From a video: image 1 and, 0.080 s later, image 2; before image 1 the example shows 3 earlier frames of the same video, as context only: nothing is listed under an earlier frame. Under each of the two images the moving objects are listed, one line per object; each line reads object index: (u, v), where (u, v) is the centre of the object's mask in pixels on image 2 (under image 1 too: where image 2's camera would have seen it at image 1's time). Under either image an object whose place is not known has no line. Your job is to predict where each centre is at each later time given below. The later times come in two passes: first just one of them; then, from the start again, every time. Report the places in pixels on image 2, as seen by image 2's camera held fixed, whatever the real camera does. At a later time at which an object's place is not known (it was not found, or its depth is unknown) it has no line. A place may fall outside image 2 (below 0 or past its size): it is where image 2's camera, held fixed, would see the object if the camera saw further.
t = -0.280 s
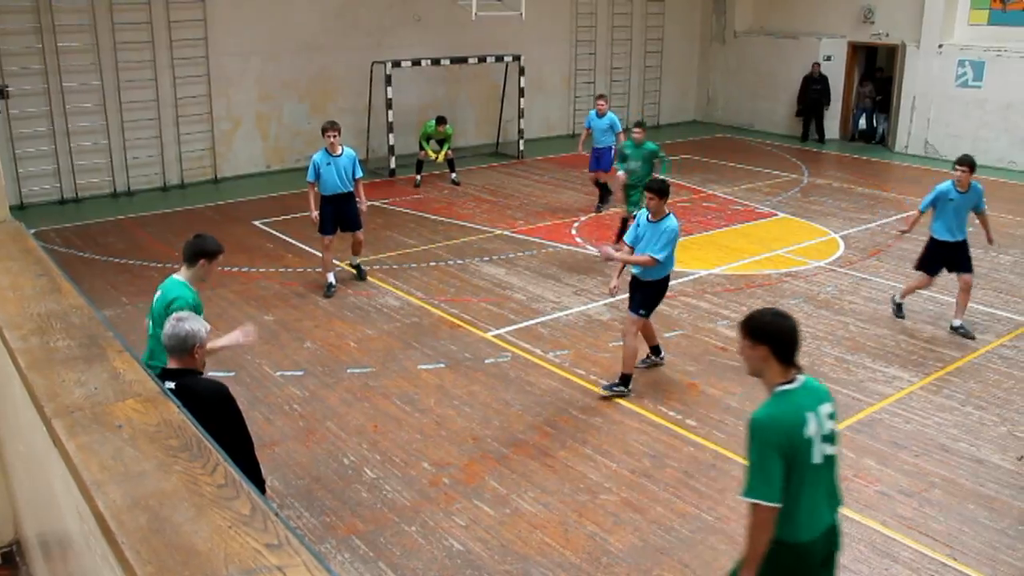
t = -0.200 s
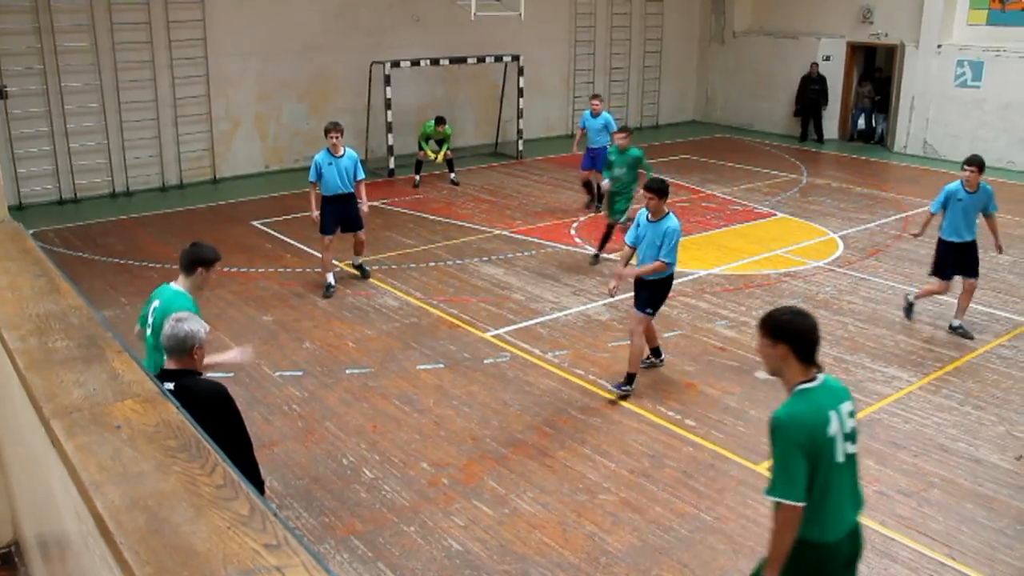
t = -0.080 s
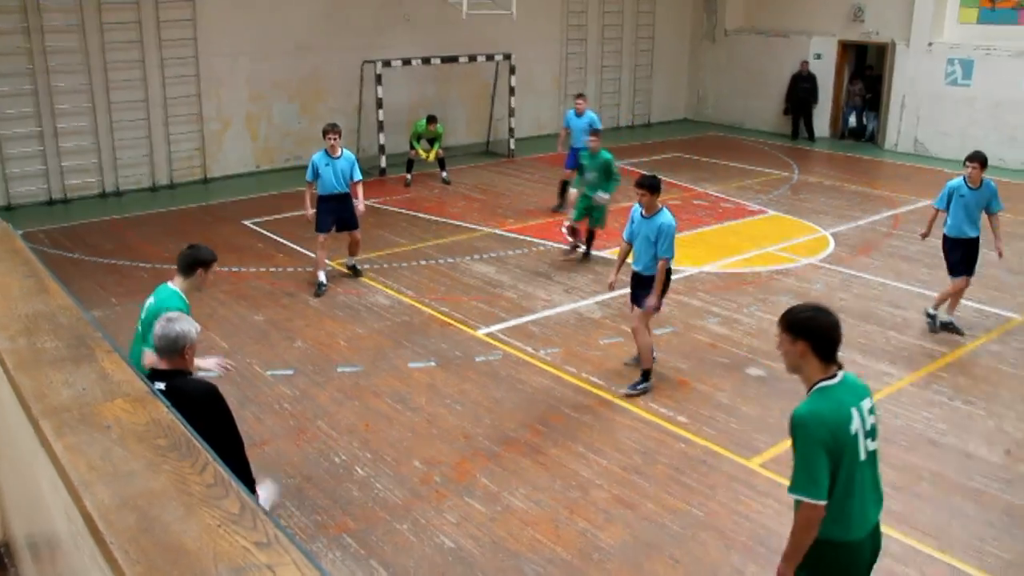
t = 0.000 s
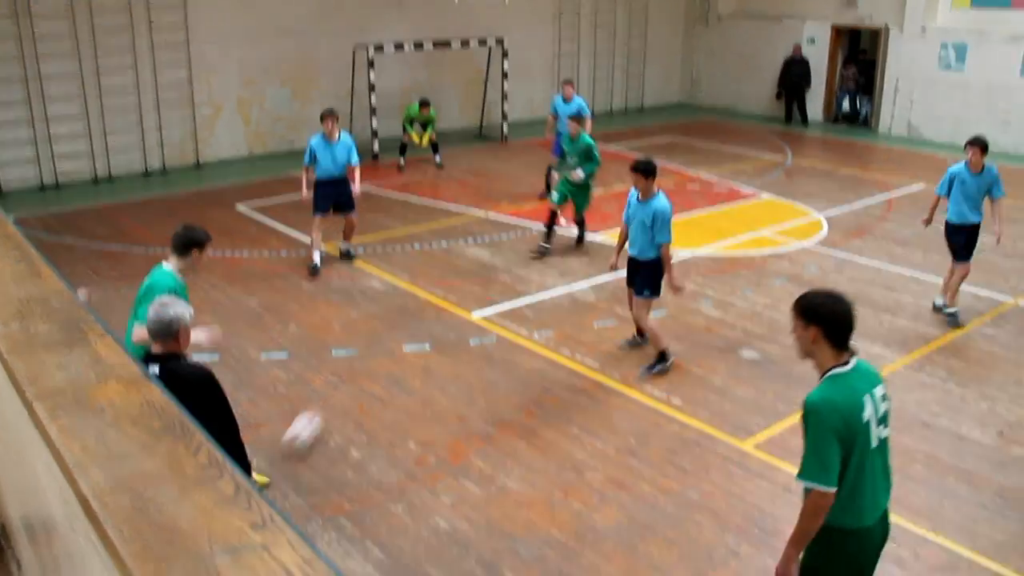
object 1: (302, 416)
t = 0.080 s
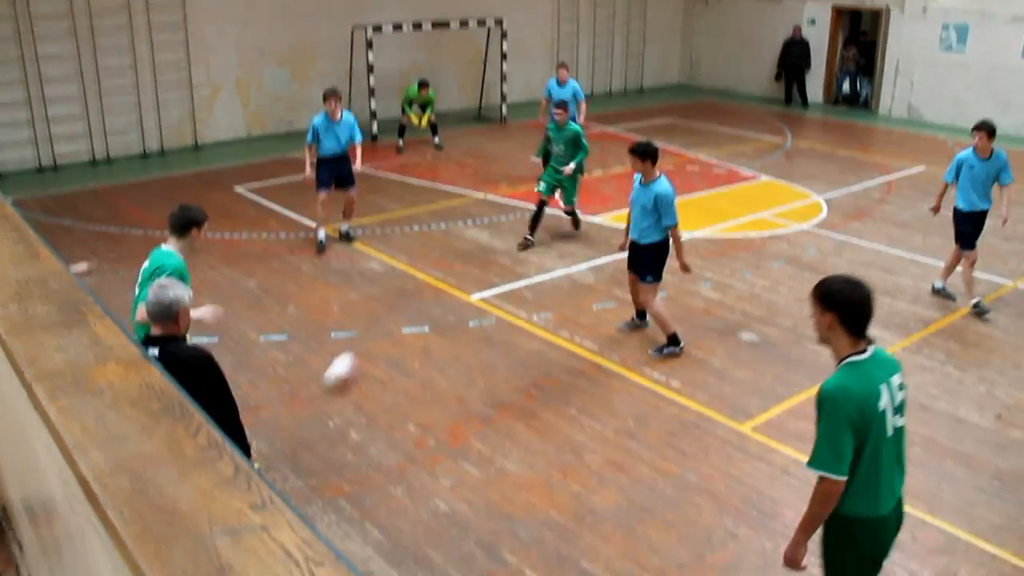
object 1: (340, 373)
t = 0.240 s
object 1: (396, 311)
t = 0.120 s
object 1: (357, 355)
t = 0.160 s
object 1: (371, 339)
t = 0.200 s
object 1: (384, 325)
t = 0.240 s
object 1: (396, 311)
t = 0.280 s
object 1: (407, 300)
